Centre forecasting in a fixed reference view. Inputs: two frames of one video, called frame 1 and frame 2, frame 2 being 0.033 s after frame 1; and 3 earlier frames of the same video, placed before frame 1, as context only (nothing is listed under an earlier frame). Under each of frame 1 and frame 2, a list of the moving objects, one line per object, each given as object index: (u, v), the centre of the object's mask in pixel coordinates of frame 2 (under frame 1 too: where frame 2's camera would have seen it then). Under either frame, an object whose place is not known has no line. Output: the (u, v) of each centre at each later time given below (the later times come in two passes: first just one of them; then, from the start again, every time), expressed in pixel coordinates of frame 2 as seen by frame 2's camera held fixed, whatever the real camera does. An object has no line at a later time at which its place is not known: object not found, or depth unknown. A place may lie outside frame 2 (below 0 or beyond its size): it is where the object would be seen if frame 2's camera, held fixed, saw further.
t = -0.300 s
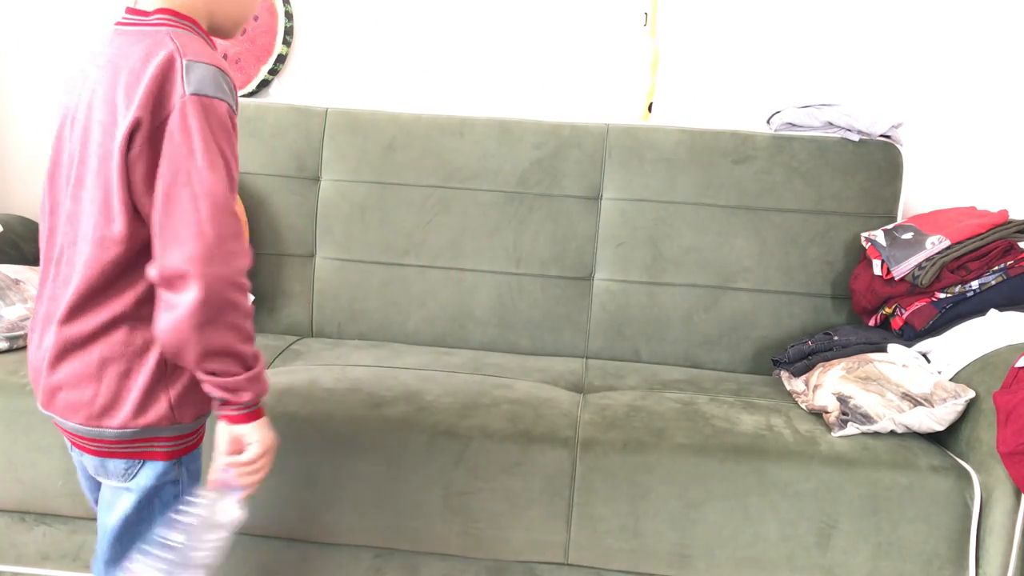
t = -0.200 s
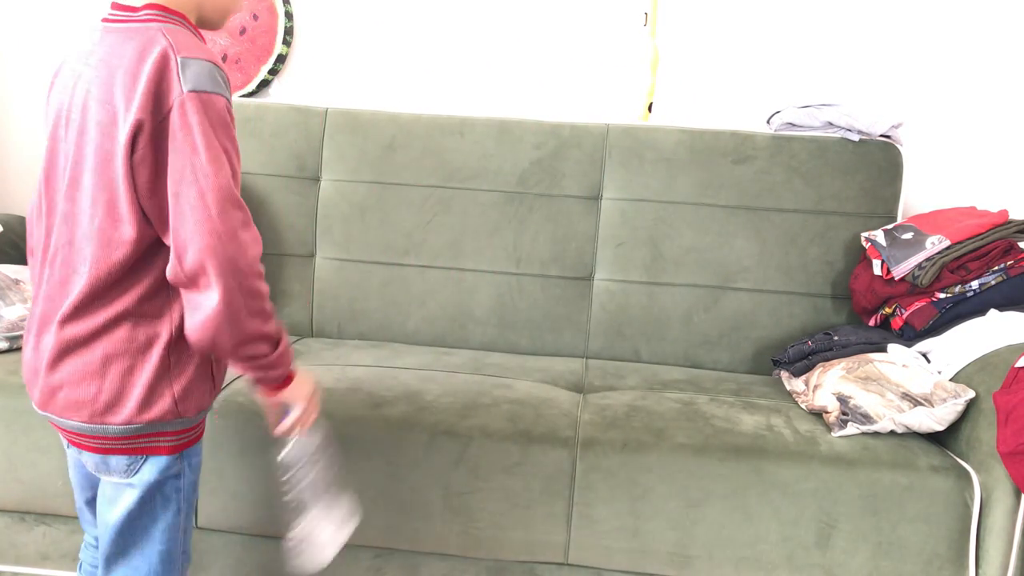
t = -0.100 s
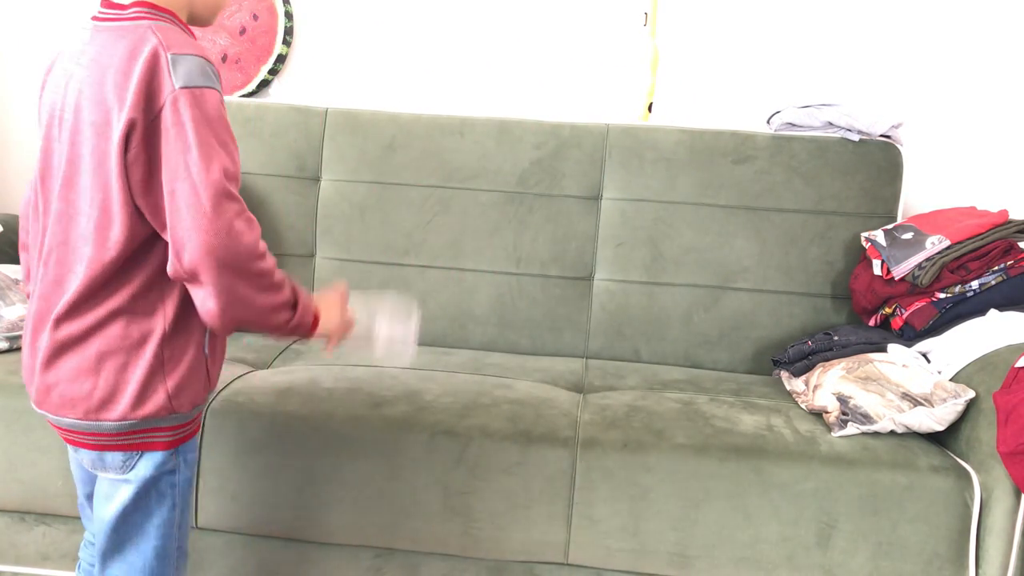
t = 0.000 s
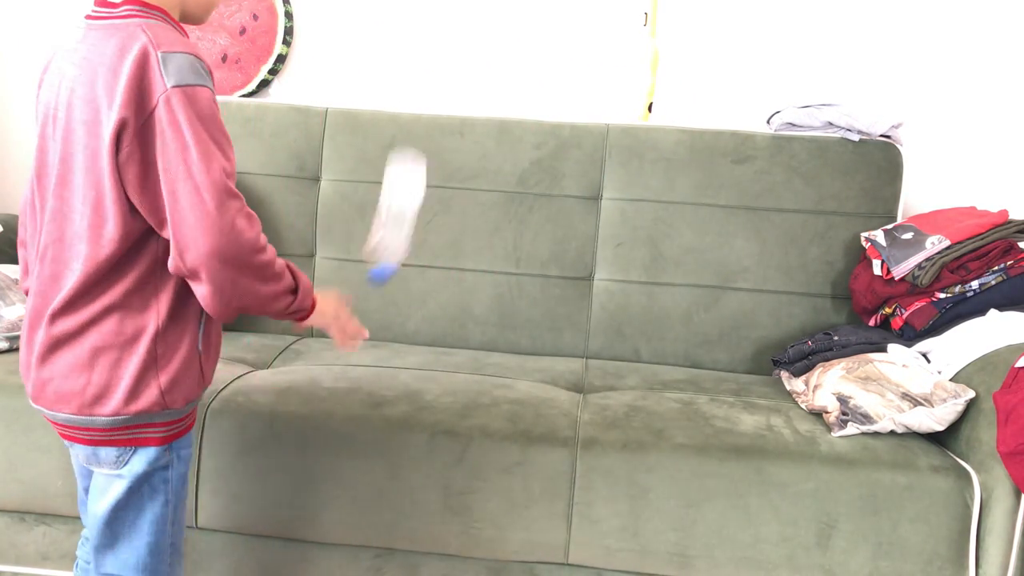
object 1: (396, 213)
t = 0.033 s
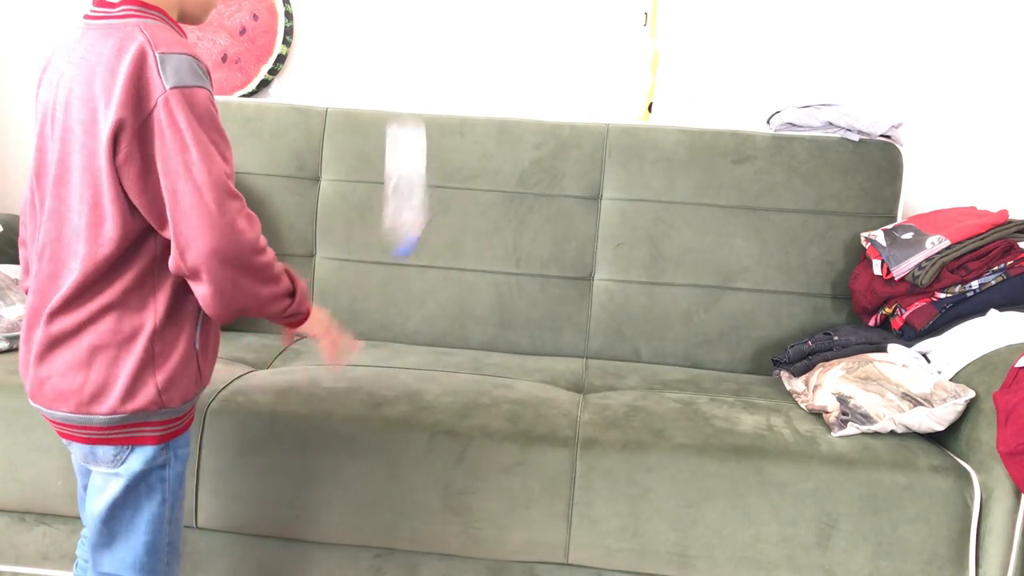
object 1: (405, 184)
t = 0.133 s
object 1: (432, 126)
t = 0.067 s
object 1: (414, 163)
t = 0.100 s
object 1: (424, 146)
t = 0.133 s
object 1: (432, 126)
